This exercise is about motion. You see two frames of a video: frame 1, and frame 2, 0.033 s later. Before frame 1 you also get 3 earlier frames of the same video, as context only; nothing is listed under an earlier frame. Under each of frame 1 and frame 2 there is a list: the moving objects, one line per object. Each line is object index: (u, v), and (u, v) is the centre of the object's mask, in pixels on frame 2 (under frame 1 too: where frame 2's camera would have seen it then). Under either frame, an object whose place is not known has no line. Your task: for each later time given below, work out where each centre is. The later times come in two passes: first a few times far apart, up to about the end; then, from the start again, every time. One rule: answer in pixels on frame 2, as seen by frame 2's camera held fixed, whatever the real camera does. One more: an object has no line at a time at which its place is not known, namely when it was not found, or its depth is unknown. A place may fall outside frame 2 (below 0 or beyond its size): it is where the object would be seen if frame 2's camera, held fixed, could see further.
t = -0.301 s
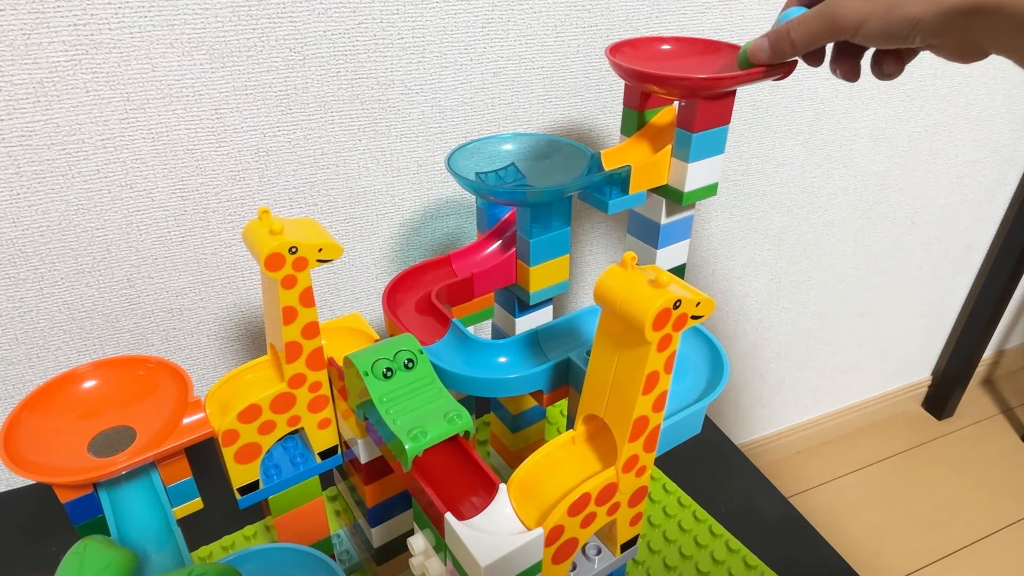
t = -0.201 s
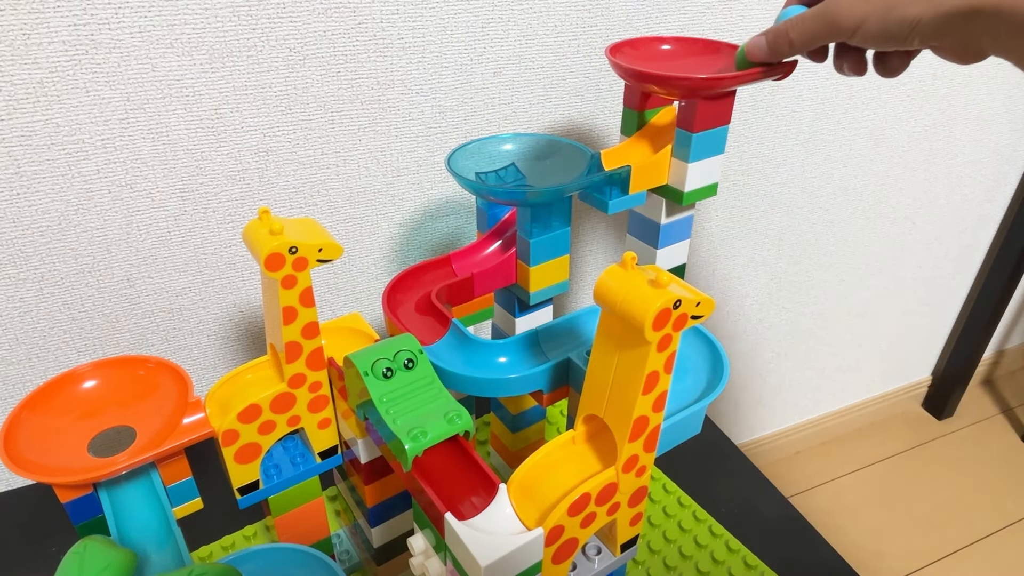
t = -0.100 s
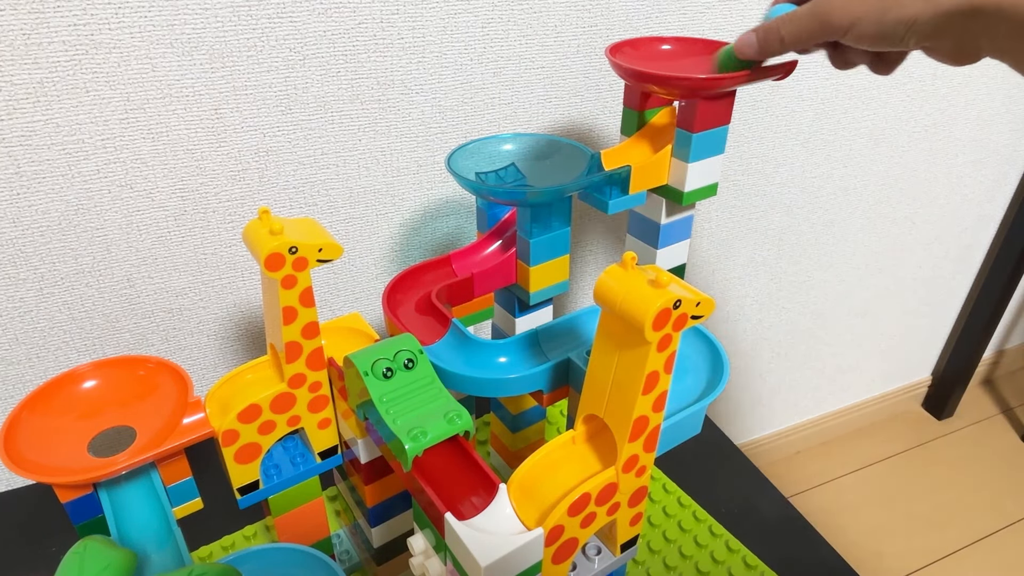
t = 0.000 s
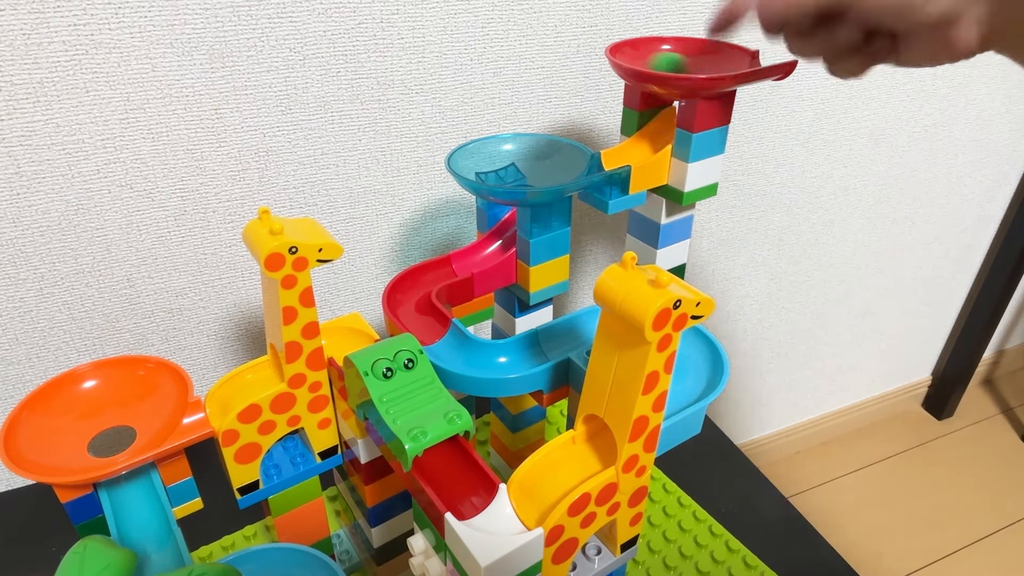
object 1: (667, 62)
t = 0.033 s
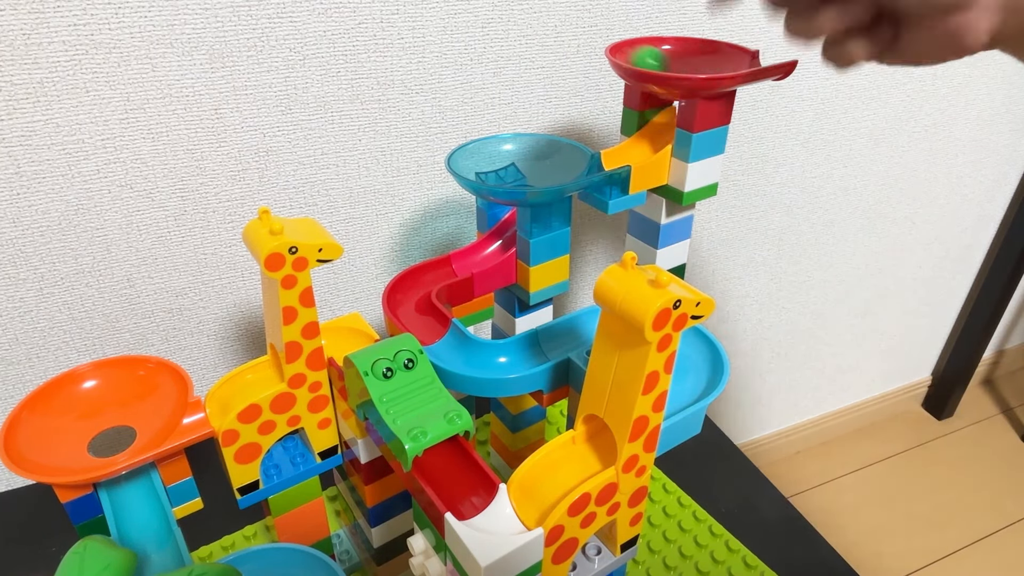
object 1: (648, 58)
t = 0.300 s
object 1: (707, 56)
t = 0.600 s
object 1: (652, 60)
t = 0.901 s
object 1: (711, 59)
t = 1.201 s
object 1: (649, 58)
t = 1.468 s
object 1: (704, 60)
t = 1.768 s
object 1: (653, 60)
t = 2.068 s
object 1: (708, 62)
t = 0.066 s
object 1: (636, 53)
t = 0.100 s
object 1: (631, 50)
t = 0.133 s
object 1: (634, 49)
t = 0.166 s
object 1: (644, 51)
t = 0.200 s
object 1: (658, 53)
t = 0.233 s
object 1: (675, 55)
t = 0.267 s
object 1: (692, 56)
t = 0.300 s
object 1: (707, 56)
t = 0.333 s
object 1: (718, 57)
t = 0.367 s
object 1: (724, 59)
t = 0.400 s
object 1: (725, 60)
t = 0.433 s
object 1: (720, 62)
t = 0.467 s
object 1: (710, 65)
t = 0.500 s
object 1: (696, 65)
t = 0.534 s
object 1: (680, 65)
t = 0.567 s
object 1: (665, 63)
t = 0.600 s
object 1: (652, 60)
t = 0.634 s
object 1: (643, 56)
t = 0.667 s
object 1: (639, 54)
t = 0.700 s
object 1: (641, 53)
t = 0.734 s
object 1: (647, 53)
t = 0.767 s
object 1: (657, 54)
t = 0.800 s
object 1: (671, 55)
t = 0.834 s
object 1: (686, 57)
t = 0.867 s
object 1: (700, 58)
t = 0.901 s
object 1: (711, 59)
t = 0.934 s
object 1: (718, 60)
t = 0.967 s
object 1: (720, 62)
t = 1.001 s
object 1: (717, 63)
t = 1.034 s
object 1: (708, 65)
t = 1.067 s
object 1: (697, 66)
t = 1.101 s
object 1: (682, 65)
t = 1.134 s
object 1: (668, 64)
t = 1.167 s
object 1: (657, 61)
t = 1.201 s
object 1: (649, 58)
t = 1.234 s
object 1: (645, 56)
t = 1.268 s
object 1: (646, 54)
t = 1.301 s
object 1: (650, 53)
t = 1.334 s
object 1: (659, 53)
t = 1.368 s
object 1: (669, 55)
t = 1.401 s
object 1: (683, 56)
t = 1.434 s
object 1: (695, 58)
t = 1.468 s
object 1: (704, 60)
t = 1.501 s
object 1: (711, 62)
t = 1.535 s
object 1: (714, 63)
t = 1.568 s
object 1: (712, 64)
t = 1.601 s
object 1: (706, 65)
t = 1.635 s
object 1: (697, 66)
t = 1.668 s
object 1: (685, 65)
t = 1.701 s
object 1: (672, 64)
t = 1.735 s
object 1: (661, 62)
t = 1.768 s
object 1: (653, 60)
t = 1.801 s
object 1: (650, 58)
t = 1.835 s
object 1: (650, 56)
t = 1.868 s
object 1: (654, 54)
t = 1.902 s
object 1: (662, 54)
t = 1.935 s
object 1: (672, 55)
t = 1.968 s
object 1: (684, 56)
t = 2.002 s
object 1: (695, 59)
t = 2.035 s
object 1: (702, 61)
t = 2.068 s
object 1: (708, 62)
